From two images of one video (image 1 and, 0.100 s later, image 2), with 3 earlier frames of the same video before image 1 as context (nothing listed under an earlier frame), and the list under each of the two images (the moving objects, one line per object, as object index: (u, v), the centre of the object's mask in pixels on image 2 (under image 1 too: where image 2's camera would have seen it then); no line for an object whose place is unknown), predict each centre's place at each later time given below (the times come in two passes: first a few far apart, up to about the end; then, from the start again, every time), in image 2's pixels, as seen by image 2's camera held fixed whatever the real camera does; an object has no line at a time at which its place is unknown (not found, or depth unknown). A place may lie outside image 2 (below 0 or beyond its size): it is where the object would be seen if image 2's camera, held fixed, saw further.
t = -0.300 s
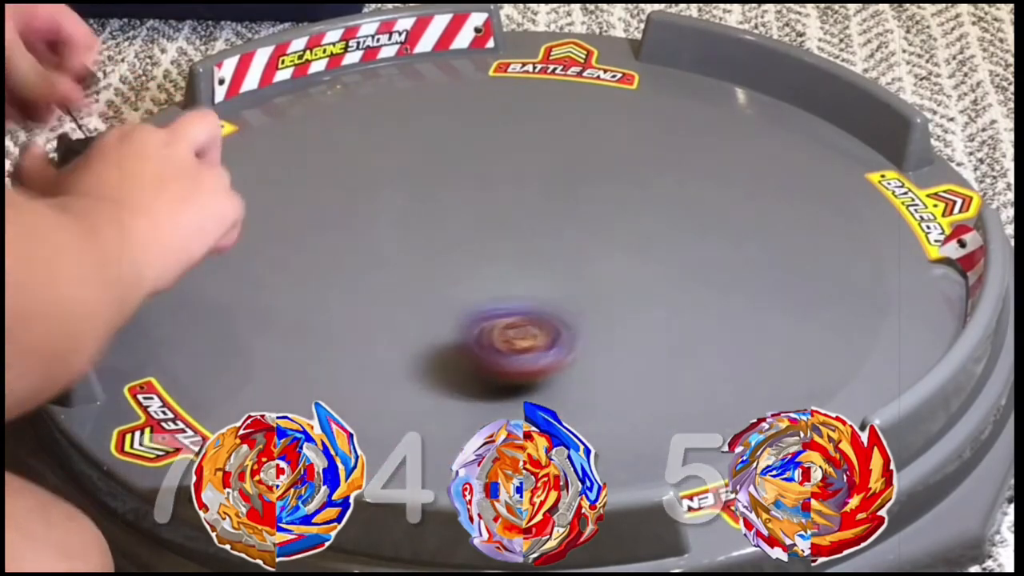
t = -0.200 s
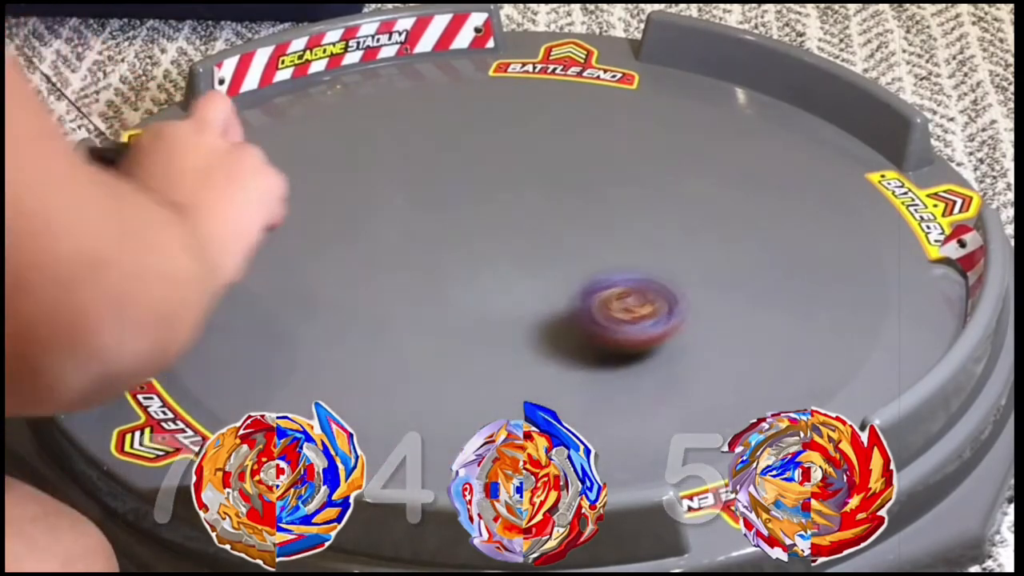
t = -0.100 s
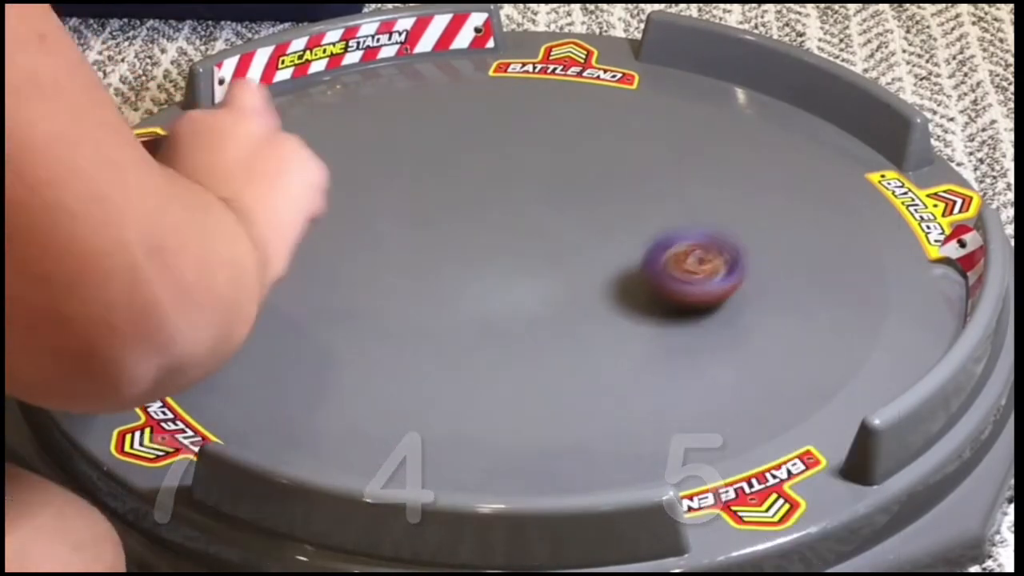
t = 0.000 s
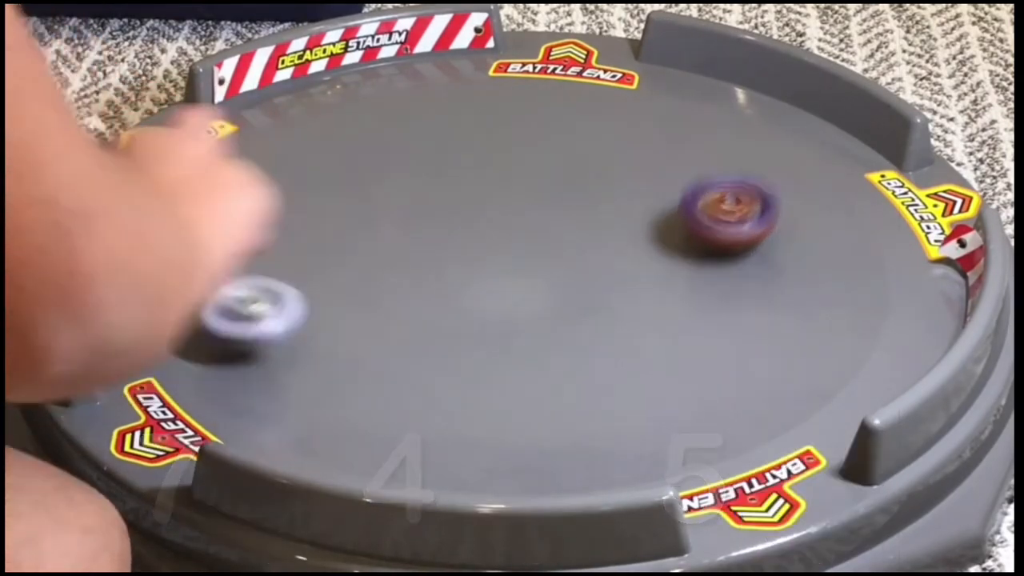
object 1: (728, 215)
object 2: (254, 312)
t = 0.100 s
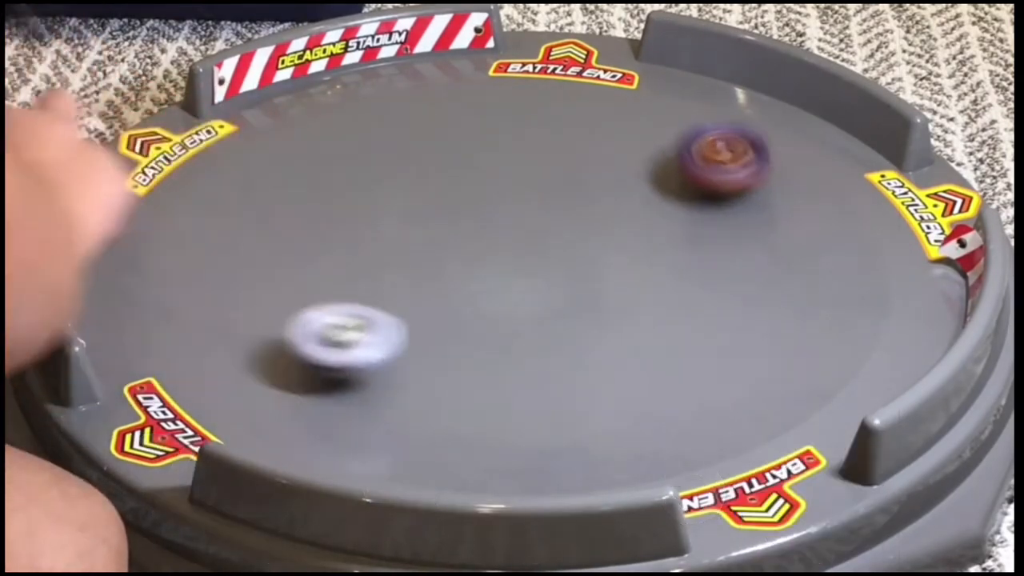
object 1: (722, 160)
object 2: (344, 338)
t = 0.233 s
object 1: (658, 104)
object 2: (504, 352)
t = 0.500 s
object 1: (422, 119)
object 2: (747, 291)
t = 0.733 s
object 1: (355, 264)
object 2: (693, 213)
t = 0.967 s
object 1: (529, 376)
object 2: (508, 195)
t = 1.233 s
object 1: (783, 350)
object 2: (379, 272)
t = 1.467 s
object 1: (827, 233)
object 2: (444, 335)
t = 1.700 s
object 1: (608, 180)
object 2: (595, 325)
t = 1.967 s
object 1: (354, 252)
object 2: (594, 234)
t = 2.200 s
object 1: (306, 371)
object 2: (494, 200)
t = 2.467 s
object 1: (546, 433)
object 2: (418, 262)
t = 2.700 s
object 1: (700, 320)
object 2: (462, 322)
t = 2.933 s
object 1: (576, 196)
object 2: (572, 291)
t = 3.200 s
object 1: (328, 156)
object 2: (550, 211)
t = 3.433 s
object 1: (201, 229)
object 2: (450, 208)
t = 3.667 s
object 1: (302, 348)
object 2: (373, 266)
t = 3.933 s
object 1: (623, 338)
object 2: (493, 307)
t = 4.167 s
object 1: (736, 213)
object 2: (592, 251)
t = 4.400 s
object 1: (651, 118)
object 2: (513, 208)
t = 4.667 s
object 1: (438, 120)
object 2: (450, 255)
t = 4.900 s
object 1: (329, 233)
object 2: (529, 274)
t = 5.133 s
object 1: (414, 359)
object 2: (512, 263)
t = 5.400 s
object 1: (663, 394)
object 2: (502, 251)
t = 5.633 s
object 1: (795, 309)
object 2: (521, 261)
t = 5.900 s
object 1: (675, 200)
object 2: (509, 261)
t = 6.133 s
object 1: (461, 185)
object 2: (515, 250)
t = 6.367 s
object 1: (292, 239)
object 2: (542, 253)
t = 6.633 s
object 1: (293, 350)
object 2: (537, 271)
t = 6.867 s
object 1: (501, 383)
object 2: (521, 272)
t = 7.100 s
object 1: (663, 317)
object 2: (575, 257)
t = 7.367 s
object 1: (706, 235)
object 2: (532, 247)
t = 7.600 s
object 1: (573, 199)
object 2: (514, 253)
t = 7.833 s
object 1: (455, 171)
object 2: (576, 238)
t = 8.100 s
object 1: (366, 218)
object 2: (509, 220)
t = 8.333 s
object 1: (442, 284)
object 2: (511, 226)
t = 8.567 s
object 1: (546, 309)
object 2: (662, 145)
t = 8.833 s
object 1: (643, 248)
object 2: (696, 72)
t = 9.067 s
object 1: (672, 187)
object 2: (618, 84)
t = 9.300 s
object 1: (596, 156)
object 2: (503, 145)
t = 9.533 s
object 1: (584, 212)
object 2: (367, 194)
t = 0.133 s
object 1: (712, 142)
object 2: (383, 345)
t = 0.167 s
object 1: (697, 128)
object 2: (423, 349)
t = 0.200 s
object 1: (678, 114)
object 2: (464, 351)
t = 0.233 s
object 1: (658, 104)
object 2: (504, 352)
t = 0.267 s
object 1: (634, 97)
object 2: (544, 350)
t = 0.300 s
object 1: (608, 89)
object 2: (584, 347)
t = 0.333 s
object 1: (575, 87)
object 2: (621, 341)
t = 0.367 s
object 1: (545, 87)
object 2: (655, 333)
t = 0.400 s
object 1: (510, 90)
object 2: (685, 324)
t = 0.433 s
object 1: (477, 96)
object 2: (710, 314)
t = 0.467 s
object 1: (448, 105)
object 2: (731, 303)
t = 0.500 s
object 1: (422, 119)
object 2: (747, 291)
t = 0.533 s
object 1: (397, 134)
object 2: (755, 278)
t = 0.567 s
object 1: (374, 154)
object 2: (758, 267)
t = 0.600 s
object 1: (360, 174)
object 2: (755, 255)
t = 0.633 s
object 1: (349, 196)
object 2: (746, 244)
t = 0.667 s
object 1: (346, 218)
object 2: (732, 233)
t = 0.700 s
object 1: (347, 241)
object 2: (714, 223)
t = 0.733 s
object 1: (355, 264)
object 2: (693, 213)
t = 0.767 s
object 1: (367, 284)
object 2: (668, 206)
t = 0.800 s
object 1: (386, 305)
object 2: (643, 200)
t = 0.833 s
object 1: (409, 325)
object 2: (615, 195)
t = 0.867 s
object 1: (435, 340)
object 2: (587, 192)
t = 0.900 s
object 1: (465, 355)
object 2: (560, 191)
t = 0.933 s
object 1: (497, 367)
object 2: (534, 192)
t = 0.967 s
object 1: (529, 376)
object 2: (508, 195)
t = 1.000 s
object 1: (562, 382)
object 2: (484, 199)
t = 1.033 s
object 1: (594, 387)
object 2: (460, 206)
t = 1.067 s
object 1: (627, 386)
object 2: (439, 213)
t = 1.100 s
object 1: (659, 383)
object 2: (420, 223)
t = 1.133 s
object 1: (692, 378)
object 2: (404, 234)
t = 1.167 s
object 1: (725, 371)
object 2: (392, 246)
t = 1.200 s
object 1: (754, 362)
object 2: (383, 259)
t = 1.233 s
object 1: (783, 350)
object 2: (379, 272)
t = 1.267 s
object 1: (806, 335)
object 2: (378, 285)
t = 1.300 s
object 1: (825, 319)
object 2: (383, 296)
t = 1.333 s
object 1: (838, 303)
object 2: (390, 308)
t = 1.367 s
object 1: (845, 285)
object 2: (401, 317)
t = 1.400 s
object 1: (846, 267)
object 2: (414, 324)
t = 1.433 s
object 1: (840, 249)
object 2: (428, 330)
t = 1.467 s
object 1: (827, 233)
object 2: (444, 335)
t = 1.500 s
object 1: (807, 218)
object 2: (462, 339)
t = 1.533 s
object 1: (782, 205)
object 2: (482, 342)
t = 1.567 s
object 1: (752, 196)
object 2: (507, 343)
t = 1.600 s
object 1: (717, 187)
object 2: (532, 343)
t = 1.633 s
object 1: (681, 182)
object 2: (556, 339)
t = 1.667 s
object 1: (646, 178)
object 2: (577, 333)
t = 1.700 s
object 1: (608, 180)
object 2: (595, 325)
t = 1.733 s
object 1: (570, 181)
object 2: (608, 316)
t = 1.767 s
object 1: (534, 186)
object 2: (618, 306)
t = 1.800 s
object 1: (499, 194)
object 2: (622, 294)
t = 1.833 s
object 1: (466, 204)
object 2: (623, 282)
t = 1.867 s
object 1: (434, 213)
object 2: (619, 270)
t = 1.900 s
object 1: (403, 225)
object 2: (612, 257)
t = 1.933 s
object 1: (378, 238)
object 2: (603, 245)
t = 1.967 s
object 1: (354, 252)
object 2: (594, 234)
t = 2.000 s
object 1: (333, 269)
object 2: (582, 225)
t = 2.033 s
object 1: (315, 287)
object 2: (569, 217)
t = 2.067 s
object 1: (303, 303)
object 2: (555, 210)
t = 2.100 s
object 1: (296, 320)
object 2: (540, 205)
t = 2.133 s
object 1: (294, 338)
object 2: (524, 203)
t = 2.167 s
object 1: (297, 356)
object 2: (509, 200)
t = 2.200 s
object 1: (306, 371)
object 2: (494, 200)
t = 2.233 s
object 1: (320, 387)
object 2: (480, 203)
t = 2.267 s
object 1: (341, 402)
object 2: (466, 206)
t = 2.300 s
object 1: (365, 413)
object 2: (455, 212)
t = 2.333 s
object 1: (394, 425)
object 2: (444, 220)
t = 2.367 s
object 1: (429, 432)
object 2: (435, 230)
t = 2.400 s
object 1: (467, 436)
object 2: (429, 239)
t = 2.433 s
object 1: (507, 437)
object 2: (423, 250)
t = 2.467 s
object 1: (546, 433)
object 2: (418, 262)
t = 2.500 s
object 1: (585, 424)
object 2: (416, 274)
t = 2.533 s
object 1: (620, 414)
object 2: (417, 287)
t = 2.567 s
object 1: (649, 398)
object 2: (421, 296)
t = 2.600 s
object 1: (672, 382)
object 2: (428, 306)
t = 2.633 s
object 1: (688, 361)
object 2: (437, 313)
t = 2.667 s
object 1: (697, 341)
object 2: (449, 318)
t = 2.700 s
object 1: (700, 320)
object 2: (462, 322)
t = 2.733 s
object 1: (696, 299)
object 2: (477, 323)
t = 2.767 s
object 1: (686, 278)
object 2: (495, 321)
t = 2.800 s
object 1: (671, 257)
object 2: (513, 319)
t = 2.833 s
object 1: (651, 239)
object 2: (530, 315)
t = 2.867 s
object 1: (629, 221)
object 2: (546, 309)
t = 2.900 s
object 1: (603, 206)
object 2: (560, 301)
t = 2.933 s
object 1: (576, 196)
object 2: (572, 291)
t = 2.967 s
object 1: (546, 182)
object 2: (579, 280)
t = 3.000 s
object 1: (515, 172)
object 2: (583, 267)
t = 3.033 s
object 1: (484, 164)
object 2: (583, 255)
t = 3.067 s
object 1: (451, 160)
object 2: (580, 243)
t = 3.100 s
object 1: (419, 155)
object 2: (575, 233)
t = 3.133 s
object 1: (387, 153)
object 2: (569, 224)
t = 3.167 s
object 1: (356, 155)
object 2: (560, 217)
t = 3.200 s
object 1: (328, 156)
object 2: (550, 211)
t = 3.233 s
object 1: (300, 162)
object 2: (541, 206)
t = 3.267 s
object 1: (276, 166)
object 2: (530, 204)
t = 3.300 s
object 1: (255, 178)
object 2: (516, 203)
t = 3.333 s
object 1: (238, 186)
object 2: (499, 202)
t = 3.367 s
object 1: (221, 198)
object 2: (483, 203)
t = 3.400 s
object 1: (209, 213)
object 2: (468, 204)
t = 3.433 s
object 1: (201, 229)
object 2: (450, 208)
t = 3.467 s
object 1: (198, 243)
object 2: (432, 213)
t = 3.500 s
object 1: (199, 260)
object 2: (414, 220)
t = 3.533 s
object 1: (207, 279)
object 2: (398, 228)
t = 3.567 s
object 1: (222, 298)
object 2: (386, 237)
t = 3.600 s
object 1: (242, 316)
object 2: (378, 246)
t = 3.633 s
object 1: (269, 333)
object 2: (373, 256)
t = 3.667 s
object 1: (302, 348)
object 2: (373, 266)
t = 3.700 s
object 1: (339, 359)
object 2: (377, 275)
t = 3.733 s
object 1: (380, 366)
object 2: (384, 284)
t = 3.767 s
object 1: (424, 371)
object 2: (396, 290)
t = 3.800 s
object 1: (465, 372)
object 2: (410, 297)
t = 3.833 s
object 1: (509, 368)
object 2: (428, 301)
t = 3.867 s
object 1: (551, 360)
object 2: (448, 306)
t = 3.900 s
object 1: (588, 351)
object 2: (470, 308)
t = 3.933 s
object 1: (623, 338)
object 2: (493, 307)
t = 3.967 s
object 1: (653, 321)
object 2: (515, 304)
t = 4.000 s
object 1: (679, 306)
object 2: (536, 299)
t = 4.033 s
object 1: (699, 289)
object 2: (555, 292)
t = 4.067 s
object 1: (715, 270)
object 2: (570, 283)
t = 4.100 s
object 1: (726, 253)
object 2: (581, 273)
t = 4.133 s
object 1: (733, 233)
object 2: (588, 262)
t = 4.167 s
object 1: (736, 213)
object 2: (592, 251)
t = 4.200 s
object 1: (734, 197)
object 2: (590, 241)
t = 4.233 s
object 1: (728, 180)
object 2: (584, 232)
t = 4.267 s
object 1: (719, 165)
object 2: (575, 224)
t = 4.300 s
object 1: (706, 150)
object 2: (562, 218)
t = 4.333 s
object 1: (690, 137)
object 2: (547, 212)
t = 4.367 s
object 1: (671, 125)
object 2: (531, 209)
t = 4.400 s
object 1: (651, 118)
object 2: (513, 208)
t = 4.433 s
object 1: (627, 110)
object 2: (497, 208)
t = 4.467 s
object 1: (601, 105)
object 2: (482, 211)
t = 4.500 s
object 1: (573, 103)
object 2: (469, 216)
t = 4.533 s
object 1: (547, 102)
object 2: (458, 222)
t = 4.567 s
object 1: (517, 103)
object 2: (451, 230)
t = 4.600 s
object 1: (490, 105)
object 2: (447, 238)
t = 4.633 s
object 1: (464, 112)
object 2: (447, 247)
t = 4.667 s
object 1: (438, 120)
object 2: (450, 255)
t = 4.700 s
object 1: (414, 132)
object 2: (457, 264)
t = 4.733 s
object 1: (392, 143)
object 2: (468, 270)
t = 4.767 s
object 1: (371, 159)
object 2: (481, 276)
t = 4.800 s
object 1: (355, 178)
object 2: (496, 278)
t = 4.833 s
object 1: (342, 193)
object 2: (510, 279)
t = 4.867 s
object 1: (332, 212)
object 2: (521, 277)
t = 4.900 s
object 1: (329, 233)
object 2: (529, 274)
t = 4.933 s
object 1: (329, 253)
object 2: (532, 272)
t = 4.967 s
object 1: (333, 271)
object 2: (533, 269)
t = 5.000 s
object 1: (341, 292)
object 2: (531, 267)
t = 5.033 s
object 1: (354, 310)
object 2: (528, 266)
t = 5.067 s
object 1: (371, 329)
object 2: (524, 265)
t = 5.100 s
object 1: (392, 345)
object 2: (519, 264)
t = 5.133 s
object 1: (414, 359)
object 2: (512, 263)
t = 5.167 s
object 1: (440, 372)
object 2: (506, 261)
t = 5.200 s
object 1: (468, 382)
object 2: (499, 258)
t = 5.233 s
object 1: (500, 390)
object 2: (492, 255)
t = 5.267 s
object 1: (531, 396)
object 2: (489, 250)
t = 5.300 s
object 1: (564, 399)
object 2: (488, 247)
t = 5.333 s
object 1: (598, 399)
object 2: (490, 247)
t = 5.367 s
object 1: (630, 398)
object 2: (495, 248)
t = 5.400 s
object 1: (663, 394)
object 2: (502, 251)
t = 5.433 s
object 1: (692, 386)
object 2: (507, 252)
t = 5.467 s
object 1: (717, 376)
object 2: (512, 254)
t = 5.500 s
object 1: (742, 366)
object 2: (515, 255)
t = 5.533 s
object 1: (761, 353)
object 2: (518, 257)
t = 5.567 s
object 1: (778, 338)
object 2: (520, 259)
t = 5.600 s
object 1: (789, 324)
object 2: (521, 260)
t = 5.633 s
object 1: (795, 309)
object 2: (521, 261)
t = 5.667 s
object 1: (796, 291)
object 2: (520, 263)
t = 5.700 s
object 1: (791, 274)
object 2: (519, 263)
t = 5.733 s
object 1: (781, 259)
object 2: (518, 264)
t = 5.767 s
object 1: (767, 244)
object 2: (516, 264)
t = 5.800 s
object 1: (751, 231)
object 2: (514, 263)
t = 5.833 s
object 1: (729, 219)
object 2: (513, 263)
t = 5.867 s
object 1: (702, 210)
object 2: (511, 262)
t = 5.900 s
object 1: (675, 200)
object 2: (509, 261)
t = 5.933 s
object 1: (646, 194)
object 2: (507, 259)
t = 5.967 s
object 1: (616, 190)
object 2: (507, 257)
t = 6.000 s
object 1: (586, 186)
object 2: (507, 256)
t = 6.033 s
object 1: (557, 182)
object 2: (508, 254)
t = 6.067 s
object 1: (525, 181)
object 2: (509, 252)
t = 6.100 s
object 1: (492, 183)
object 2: (512, 251)
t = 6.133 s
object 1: (461, 185)
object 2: (515, 250)
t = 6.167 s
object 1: (431, 191)
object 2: (519, 249)
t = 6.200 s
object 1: (403, 195)
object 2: (523, 248)
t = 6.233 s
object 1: (377, 201)
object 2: (527, 249)
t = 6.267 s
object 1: (352, 208)
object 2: (531, 249)
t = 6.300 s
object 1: (331, 218)
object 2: (535, 250)
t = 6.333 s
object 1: (310, 227)
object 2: (539, 252)
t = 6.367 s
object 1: (292, 239)
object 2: (542, 253)
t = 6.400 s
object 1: (276, 253)
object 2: (545, 255)
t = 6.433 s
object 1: (265, 267)
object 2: (546, 258)
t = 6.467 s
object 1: (258, 279)
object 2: (547, 260)
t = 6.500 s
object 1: (256, 293)
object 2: (547, 263)
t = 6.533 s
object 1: (258, 307)
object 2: (545, 265)
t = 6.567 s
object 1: (265, 323)
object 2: (543, 268)
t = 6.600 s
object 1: (276, 337)
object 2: (541, 269)
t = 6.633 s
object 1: (293, 350)
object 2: (537, 271)
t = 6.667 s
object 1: (315, 362)
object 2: (533, 272)
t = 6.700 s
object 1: (339, 372)
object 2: (528, 273)
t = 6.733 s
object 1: (370, 382)
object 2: (524, 273)
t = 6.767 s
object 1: (400, 386)
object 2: (520, 273)
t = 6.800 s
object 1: (433, 388)
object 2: (516, 273)
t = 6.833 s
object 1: (468, 386)
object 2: (514, 272)
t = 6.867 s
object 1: (501, 383)
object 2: (521, 272)
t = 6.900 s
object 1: (531, 377)
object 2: (537, 273)
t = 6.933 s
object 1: (558, 369)
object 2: (552, 274)
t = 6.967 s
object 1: (583, 358)
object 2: (566, 275)
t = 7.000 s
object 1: (604, 345)
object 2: (574, 274)
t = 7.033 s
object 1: (622, 331)
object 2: (579, 272)
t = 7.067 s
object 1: (643, 324)
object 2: (579, 266)
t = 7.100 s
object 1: (663, 317)
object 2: (575, 257)
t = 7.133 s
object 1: (680, 311)
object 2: (571, 251)
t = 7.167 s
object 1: (695, 302)
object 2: (565, 246)
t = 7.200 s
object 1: (706, 293)
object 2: (560, 243)
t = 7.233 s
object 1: (715, 280)
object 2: (554, 242)
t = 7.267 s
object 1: (718, 271)
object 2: (548, 243)
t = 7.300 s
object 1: (719, 257)
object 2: (542, 244)
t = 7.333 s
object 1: (715, 246)
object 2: (537, 245)
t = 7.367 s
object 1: (706, 235)
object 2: (532, 247)
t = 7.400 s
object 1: (693, 225)
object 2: (528, 249)
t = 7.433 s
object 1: (677, 216)
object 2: (524, 250)
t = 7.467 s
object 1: (659, 210)
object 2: (520, 251)
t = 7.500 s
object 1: (639, 205)
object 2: (518, 252)
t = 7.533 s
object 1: (617, 203)
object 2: (516, 252)
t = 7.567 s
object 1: (596, 199)
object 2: (514, 253)
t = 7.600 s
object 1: (573, 199)
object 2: (514, 253)
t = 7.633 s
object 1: (551, 198)
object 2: (517, 253)
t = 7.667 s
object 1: (533, 193)
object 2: (527, 255)
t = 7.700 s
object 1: (517, 188)
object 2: (545, 252)
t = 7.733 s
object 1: (502, 182)
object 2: (559, 250)
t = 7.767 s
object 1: (487, 178)
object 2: (569, 246)
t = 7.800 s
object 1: (471, 174)
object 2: (575, 242)
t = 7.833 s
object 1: (455, 171)
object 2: (576, 238)
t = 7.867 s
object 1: (438, 172)
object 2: (574, 233)
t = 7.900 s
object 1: (422, 173)
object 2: (569, 230)
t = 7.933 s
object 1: (408, 177)
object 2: (561, 227)
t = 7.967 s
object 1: (394, 183)
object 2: (552, 225)
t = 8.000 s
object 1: (383, 188)
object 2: (541, 224)
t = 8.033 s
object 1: (374, 199)
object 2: (530, 222)
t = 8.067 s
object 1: (368, 207)
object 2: (520, 220)
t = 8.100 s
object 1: (366, 218)
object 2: (509, 220)
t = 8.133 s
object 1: (368, 231)
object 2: (499, 219)
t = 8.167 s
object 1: (373, 241)
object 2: (493, 218)
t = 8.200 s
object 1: (380, 250)
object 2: (491, 218)
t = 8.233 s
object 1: (391, 261)
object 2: (492, 220)
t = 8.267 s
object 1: (405, 270)
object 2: (497, 221)
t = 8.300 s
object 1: (422, 278)
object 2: (503, 223)
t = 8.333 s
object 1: (442, 284)
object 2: (511, 226)
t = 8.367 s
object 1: (465, 285)
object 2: (521, 230)
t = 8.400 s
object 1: (487, 285)
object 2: (531, 233)
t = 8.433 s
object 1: (513, 289)
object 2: (547, 232)
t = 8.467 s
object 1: (519, 295)
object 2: (581, 208)
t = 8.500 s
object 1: (529, 307)
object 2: (613, 185)
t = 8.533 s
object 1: (538, 310)
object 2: (639, 164)
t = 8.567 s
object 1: (546, 309)
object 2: (662, 145)
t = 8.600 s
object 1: (559, 305)
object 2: (681, 127)
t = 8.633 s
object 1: (572, 299)
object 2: (695, 112)
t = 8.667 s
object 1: (585, 291)
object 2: (705, 99)
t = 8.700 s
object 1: (599, 284)
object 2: (709, 89)
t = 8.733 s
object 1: (612, 273)
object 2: (710, 83)
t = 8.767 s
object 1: (622, 266)
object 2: (708, 78)
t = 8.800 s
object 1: (634, 258)
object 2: (703, 74)
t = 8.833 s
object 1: (643, 248)
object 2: (696, 72)
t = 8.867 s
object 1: (652, 238)
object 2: (688, 69)
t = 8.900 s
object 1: (660, 232)
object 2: (679, 68)
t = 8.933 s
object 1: (666, 220)
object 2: (670, 68)
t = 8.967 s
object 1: (670, 210)
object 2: (659, 68)
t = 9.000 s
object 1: (674, 204)
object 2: (647, 71)
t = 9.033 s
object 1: (674, 193)
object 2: (633, 76)
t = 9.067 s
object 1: (672, 187)
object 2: (618, 84)
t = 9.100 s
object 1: (669, 180)
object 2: (601, 92)
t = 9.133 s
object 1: (663, 171)
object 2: (581, 102)
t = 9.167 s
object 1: (653, 165)
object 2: (563, 109)
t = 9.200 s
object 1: (643, 159)
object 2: (545, 116)
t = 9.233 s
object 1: (628, 156)
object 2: (528, 124)
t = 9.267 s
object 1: (612, 156)
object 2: (514, 134)
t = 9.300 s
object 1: (596, 156)
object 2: (503, 145)
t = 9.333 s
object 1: (589, 159)
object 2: (481, 148)
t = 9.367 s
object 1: (589, 167)
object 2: (451, 158)
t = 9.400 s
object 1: (588, 177)
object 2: (425, 165)
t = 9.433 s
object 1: (587, 183)
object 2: (403, 172)
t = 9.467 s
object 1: (587, 193)
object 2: (386, 179)
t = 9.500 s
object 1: (585, 201)
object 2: (375, 186)
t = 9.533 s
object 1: (584, 212)
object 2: (367, 194)
